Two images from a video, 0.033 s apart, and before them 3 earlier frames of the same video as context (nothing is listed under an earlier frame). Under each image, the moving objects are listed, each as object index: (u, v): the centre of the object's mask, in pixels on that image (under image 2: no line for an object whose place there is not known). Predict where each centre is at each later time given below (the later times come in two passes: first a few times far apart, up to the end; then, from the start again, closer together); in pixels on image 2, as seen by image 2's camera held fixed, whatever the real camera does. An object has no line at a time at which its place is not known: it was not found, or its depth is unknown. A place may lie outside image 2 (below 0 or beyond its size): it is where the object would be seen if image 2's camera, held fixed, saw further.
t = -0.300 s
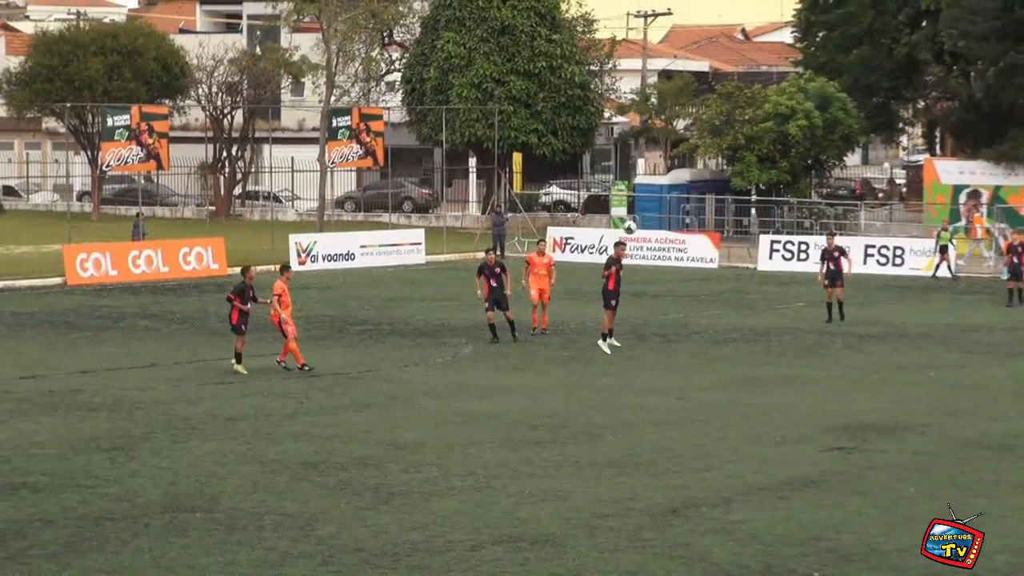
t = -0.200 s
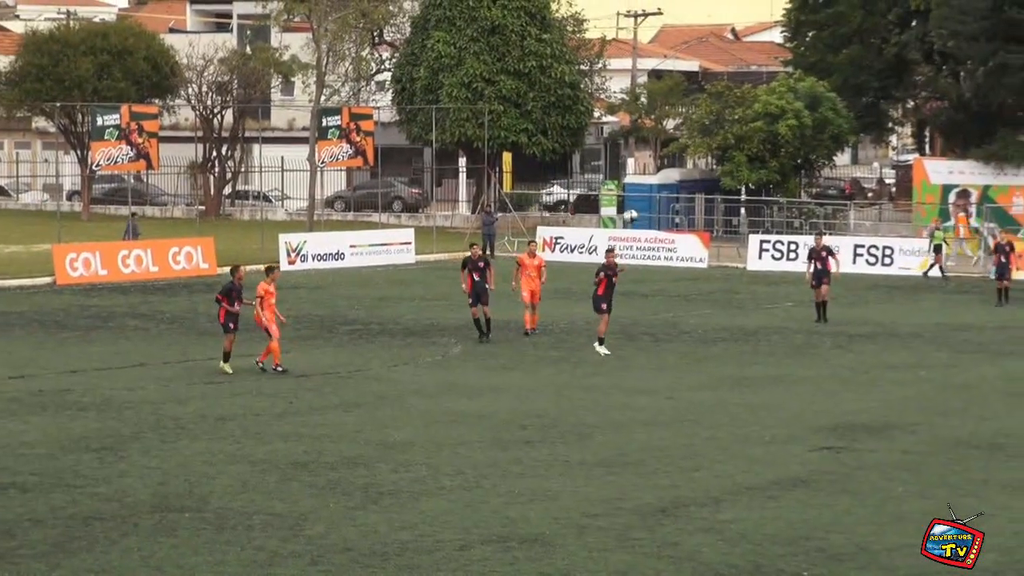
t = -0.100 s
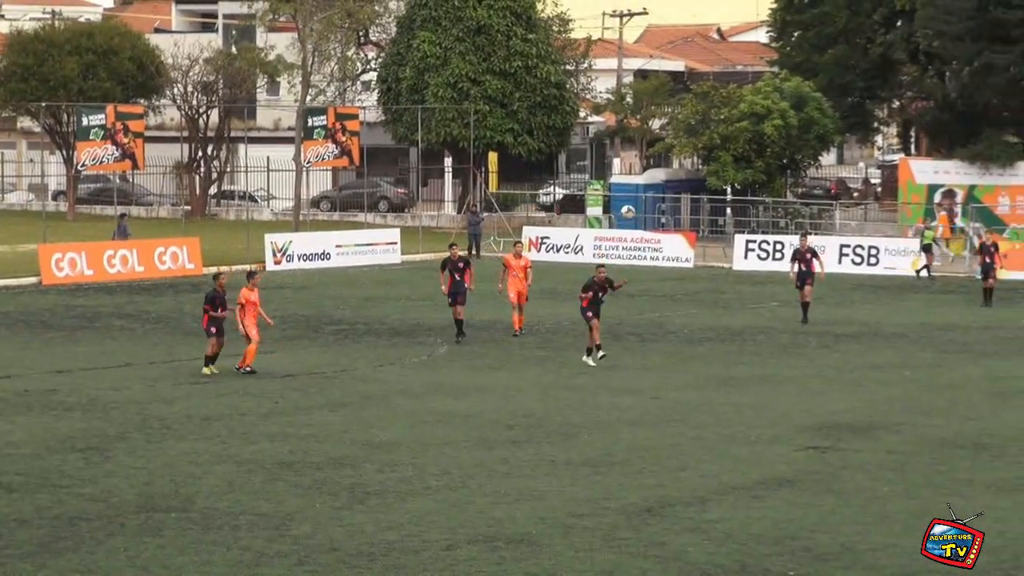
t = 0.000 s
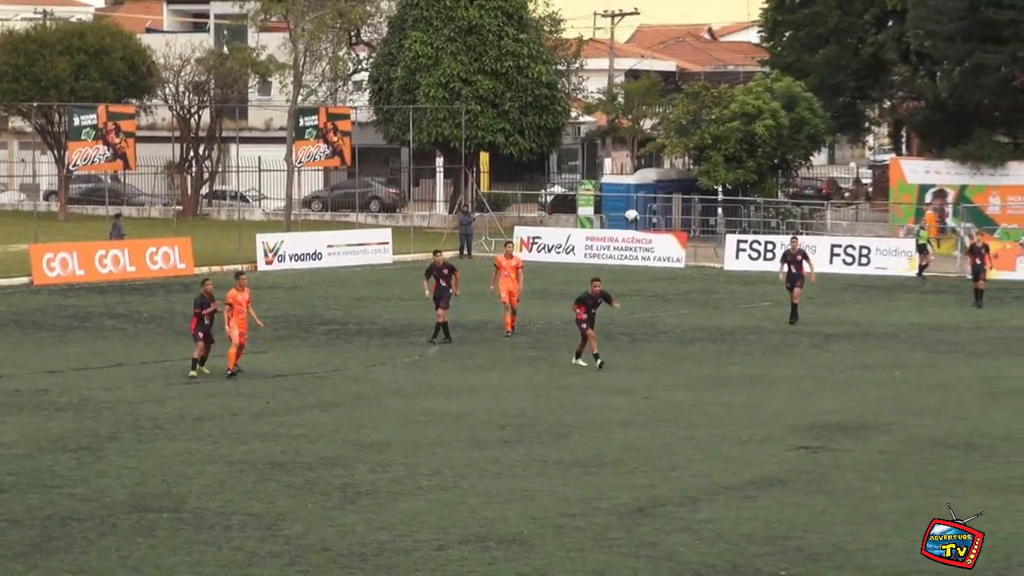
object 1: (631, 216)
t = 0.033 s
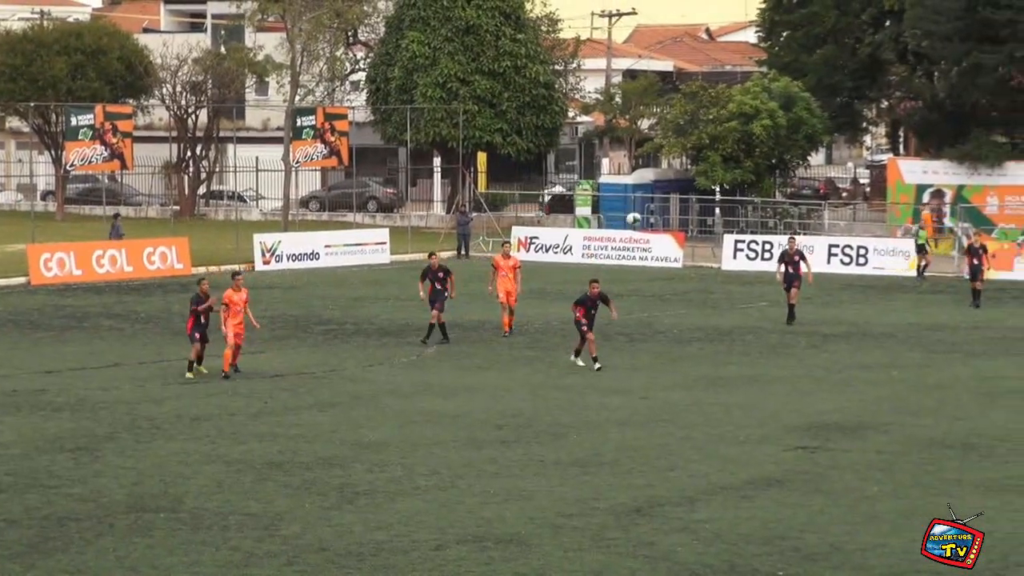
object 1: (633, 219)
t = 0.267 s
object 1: (667, 269)
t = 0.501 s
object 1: (709, 371)
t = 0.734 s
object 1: (739, 386)
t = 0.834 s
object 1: (749, 366)
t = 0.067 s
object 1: (638, 224)
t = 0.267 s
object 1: (667, 269)
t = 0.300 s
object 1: (673, 280)
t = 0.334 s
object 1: (679, 292)
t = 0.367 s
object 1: (684, 305)
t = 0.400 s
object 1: (690, 319)
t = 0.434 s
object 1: (696, 336)
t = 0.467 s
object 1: (702, 352)
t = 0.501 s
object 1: (709, 371)
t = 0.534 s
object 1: (715, 390)
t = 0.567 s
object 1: (723, 411)
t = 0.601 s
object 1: (728, 427)
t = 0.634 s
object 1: (730, 415)
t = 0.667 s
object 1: (734, 404)
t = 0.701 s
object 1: (736, 395)
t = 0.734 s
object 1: (739, 386)
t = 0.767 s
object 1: (742, 378)
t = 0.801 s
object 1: (745, 371)
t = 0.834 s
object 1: (749, 366)
